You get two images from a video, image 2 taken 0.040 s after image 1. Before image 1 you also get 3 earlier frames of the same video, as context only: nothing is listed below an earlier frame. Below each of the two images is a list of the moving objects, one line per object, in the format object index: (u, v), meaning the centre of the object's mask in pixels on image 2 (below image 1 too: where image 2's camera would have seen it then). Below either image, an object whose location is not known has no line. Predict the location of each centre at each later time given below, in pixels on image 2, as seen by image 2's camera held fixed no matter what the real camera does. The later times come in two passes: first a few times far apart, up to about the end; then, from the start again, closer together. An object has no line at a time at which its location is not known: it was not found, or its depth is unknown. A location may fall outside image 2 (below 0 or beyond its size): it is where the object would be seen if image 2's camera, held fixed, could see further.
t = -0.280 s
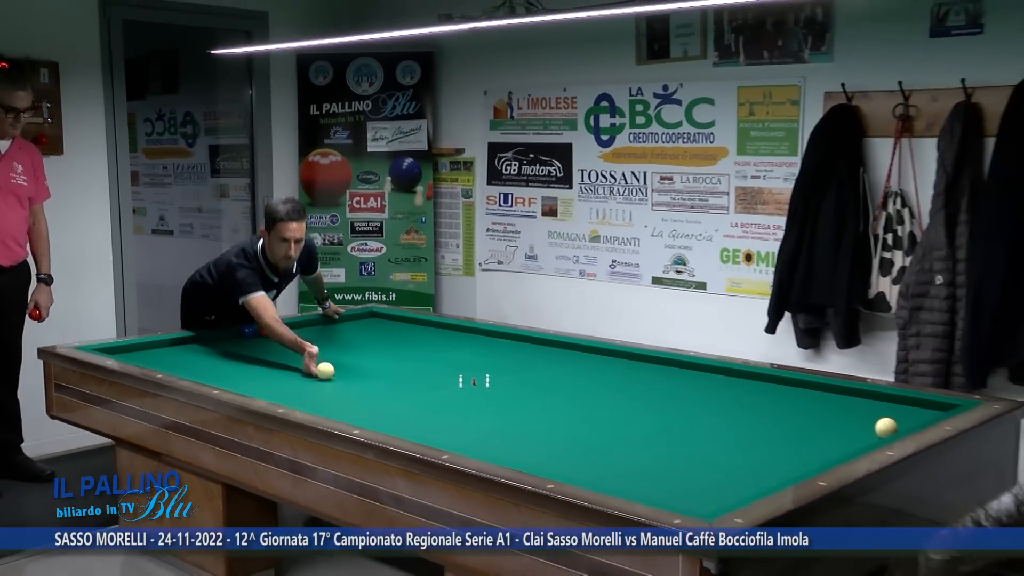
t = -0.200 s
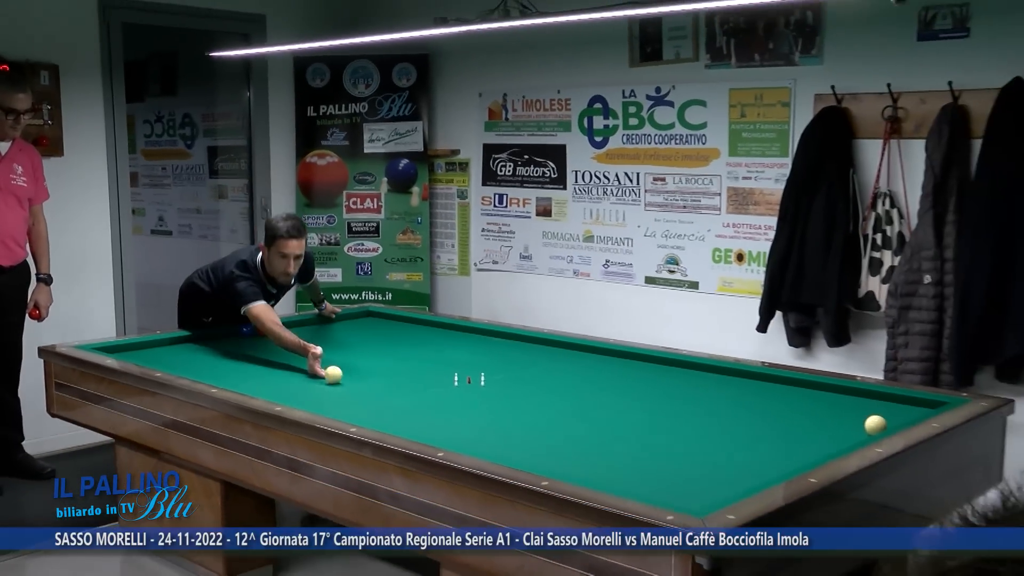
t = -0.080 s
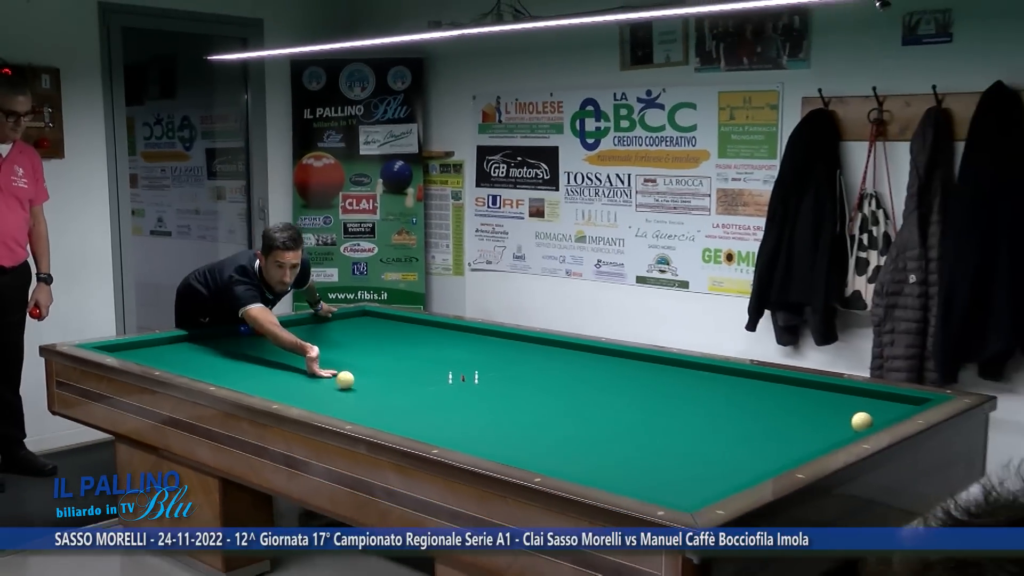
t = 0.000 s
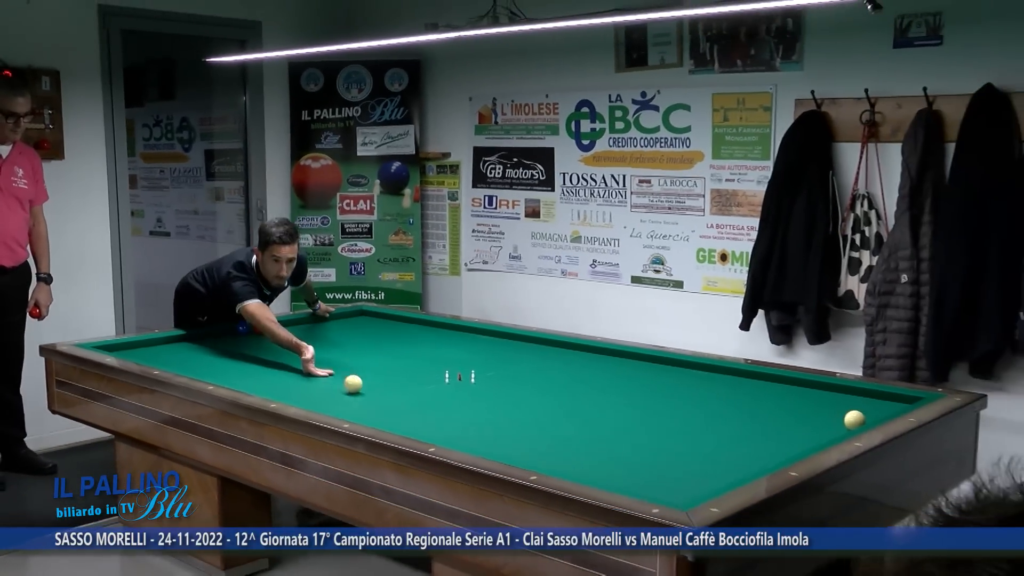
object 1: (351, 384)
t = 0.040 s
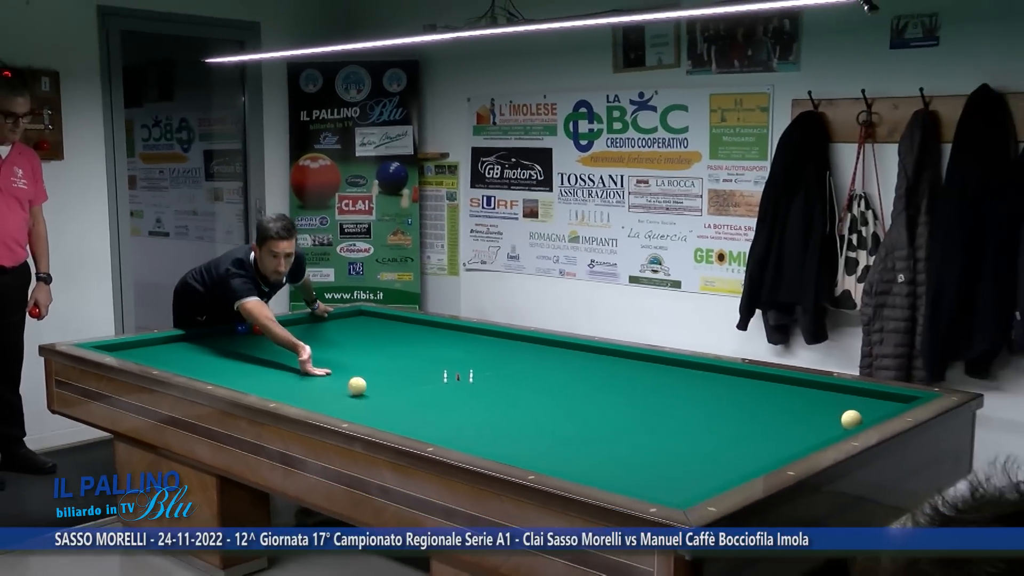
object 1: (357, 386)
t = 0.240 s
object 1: (387, 400)
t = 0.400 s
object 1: (413, 412)
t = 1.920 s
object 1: (617, 472)
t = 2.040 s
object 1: (598, 461)
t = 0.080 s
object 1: (362, 389)
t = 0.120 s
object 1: (368, 392)
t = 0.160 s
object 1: (374, 395)
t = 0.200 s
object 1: (380, 397)
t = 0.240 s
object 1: (387, 400)
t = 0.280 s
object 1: (393, 403)
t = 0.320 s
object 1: (400, 406)
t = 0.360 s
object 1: (406, 409)
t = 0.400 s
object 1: (413, 412)
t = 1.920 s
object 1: (617, 472)
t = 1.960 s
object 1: (610, 468)
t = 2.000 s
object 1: (604, 464)
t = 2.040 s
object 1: (598, 461)
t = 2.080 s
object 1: (592, 457)
